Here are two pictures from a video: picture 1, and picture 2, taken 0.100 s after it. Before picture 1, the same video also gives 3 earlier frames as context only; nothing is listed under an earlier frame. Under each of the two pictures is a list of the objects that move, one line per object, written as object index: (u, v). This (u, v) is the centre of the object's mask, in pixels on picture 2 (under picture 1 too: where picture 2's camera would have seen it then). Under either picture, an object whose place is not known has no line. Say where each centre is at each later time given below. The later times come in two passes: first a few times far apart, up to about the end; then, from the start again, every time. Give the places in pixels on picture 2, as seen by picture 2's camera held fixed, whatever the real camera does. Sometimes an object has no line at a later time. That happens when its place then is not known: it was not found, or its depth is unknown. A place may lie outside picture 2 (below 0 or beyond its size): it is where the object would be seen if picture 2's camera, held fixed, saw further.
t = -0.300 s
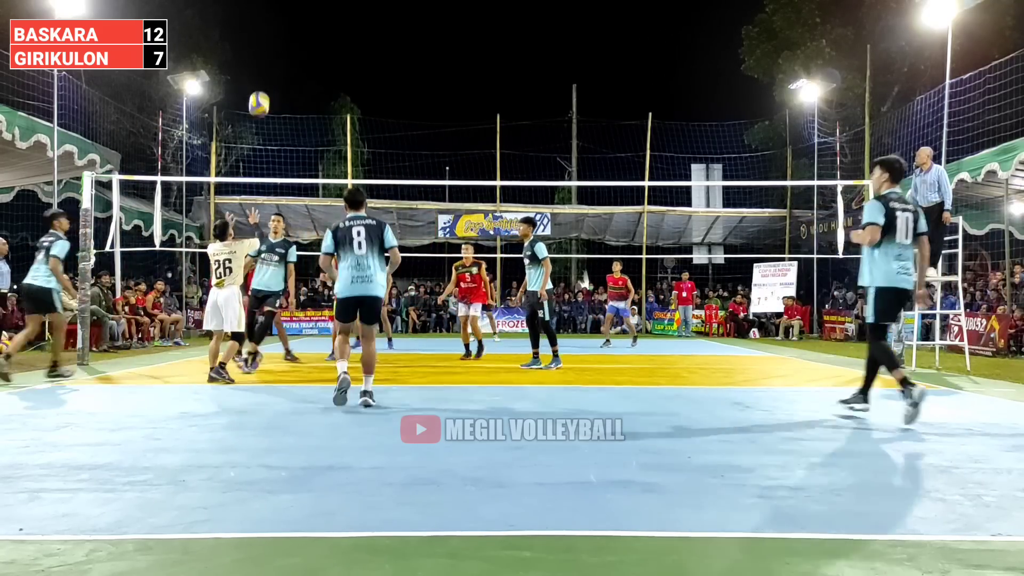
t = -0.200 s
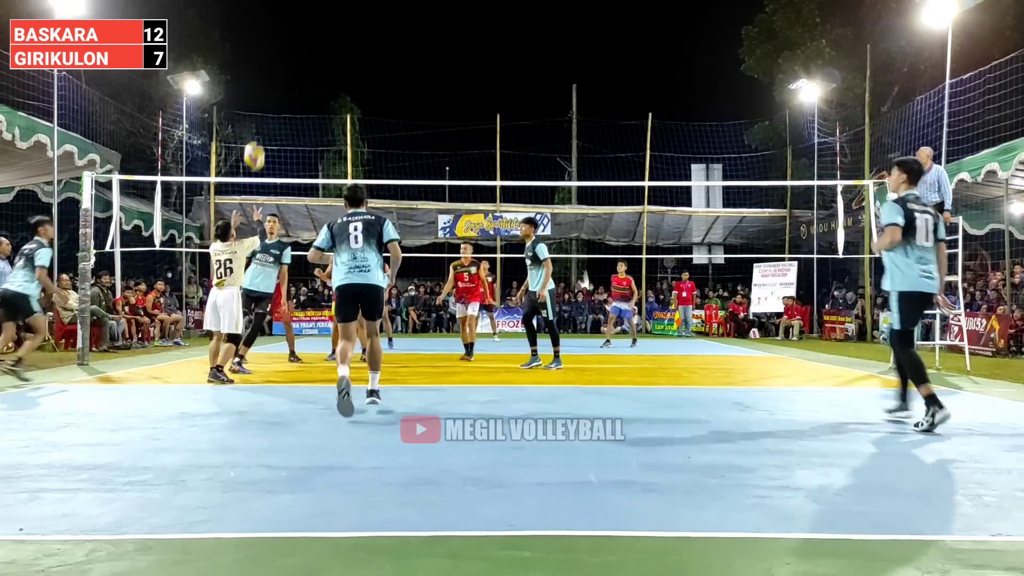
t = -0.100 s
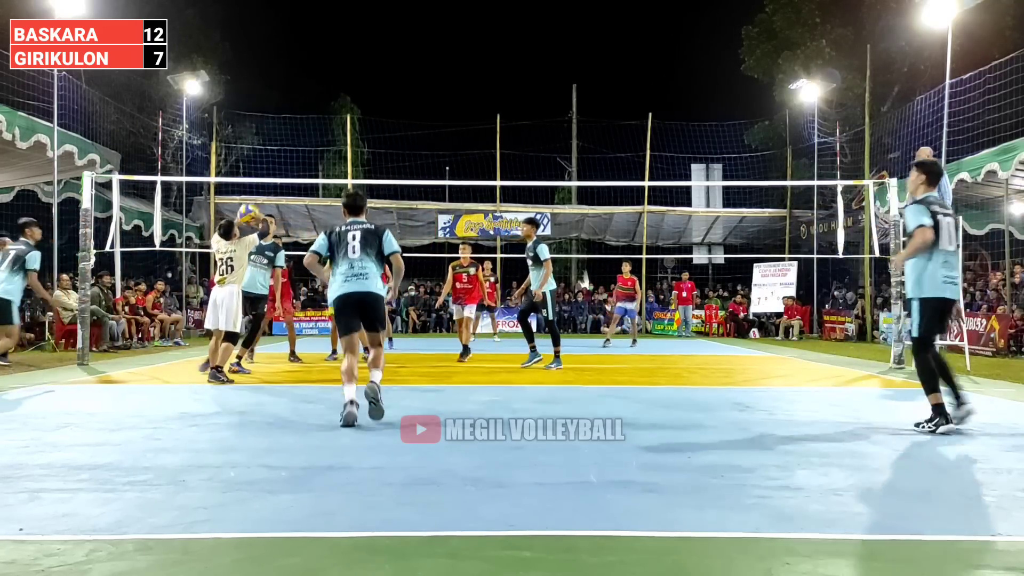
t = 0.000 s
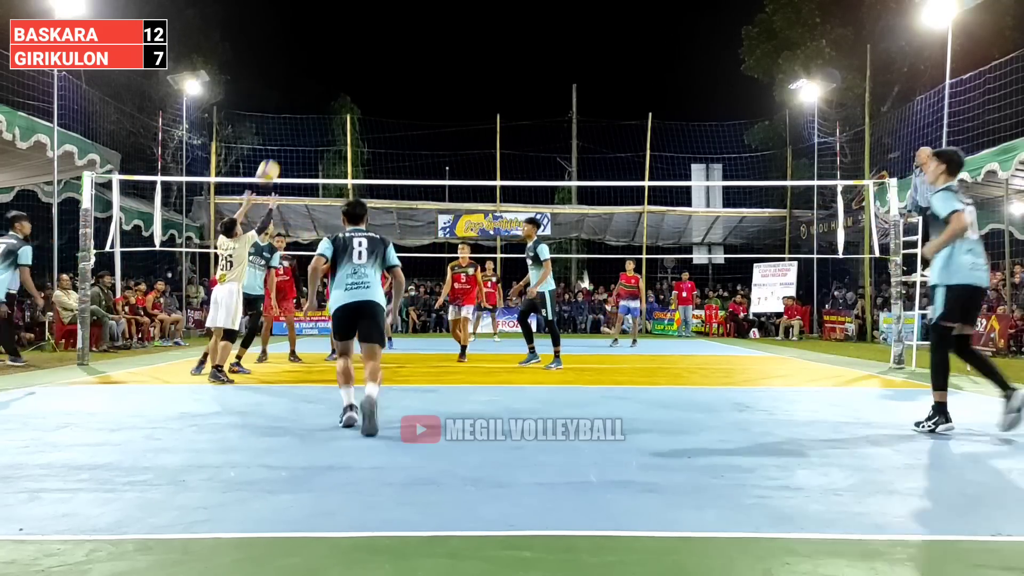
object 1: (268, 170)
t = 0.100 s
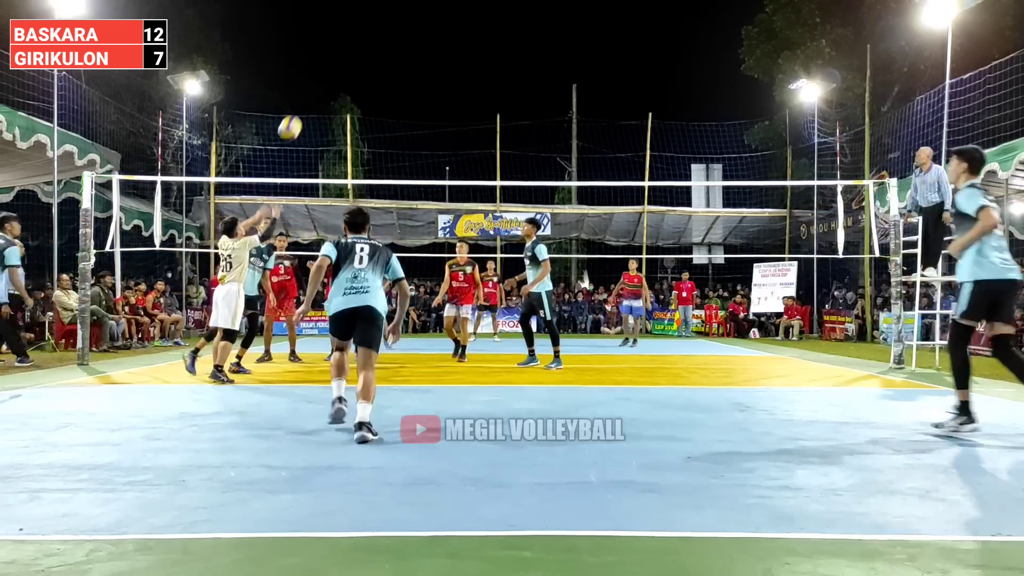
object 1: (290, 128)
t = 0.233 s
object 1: (318, 84)
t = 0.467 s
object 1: (364, 48)
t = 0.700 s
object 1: (406, 59)
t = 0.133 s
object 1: (297, 115)
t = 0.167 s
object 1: (304, 103)
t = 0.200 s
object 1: (311, 93)
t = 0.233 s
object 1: (318, 84)
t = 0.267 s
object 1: (325, 76)
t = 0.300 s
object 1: (331, 69)
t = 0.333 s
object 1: (338, 62)
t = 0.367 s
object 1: (345, 57)
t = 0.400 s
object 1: (351, 53)
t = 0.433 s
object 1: (358, 50)
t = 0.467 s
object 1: (364, 48)
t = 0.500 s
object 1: (370, 47)
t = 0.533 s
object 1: (376, 47)
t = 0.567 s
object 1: (382, 47)
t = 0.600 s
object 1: (388, 49)
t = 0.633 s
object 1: (394, 51)
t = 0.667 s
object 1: (400, 55)
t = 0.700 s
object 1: (406, 59)
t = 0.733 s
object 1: (411, 64)
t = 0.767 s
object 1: (417, 70)
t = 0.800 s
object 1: (422, 77)
